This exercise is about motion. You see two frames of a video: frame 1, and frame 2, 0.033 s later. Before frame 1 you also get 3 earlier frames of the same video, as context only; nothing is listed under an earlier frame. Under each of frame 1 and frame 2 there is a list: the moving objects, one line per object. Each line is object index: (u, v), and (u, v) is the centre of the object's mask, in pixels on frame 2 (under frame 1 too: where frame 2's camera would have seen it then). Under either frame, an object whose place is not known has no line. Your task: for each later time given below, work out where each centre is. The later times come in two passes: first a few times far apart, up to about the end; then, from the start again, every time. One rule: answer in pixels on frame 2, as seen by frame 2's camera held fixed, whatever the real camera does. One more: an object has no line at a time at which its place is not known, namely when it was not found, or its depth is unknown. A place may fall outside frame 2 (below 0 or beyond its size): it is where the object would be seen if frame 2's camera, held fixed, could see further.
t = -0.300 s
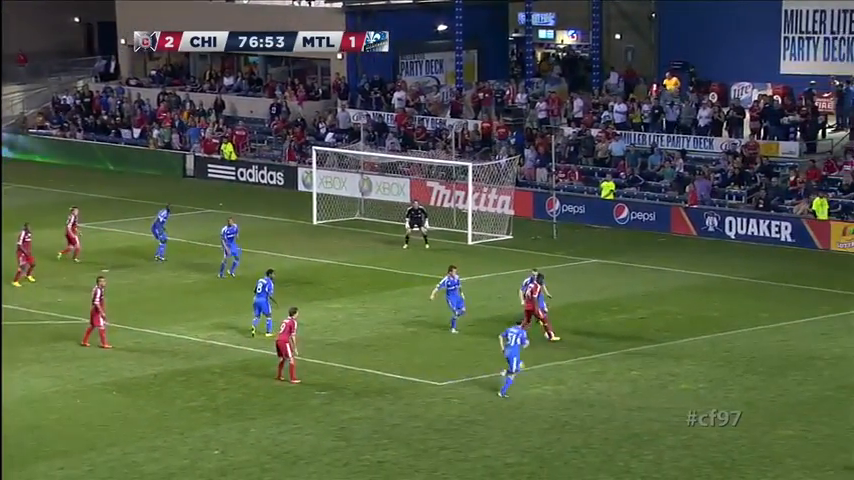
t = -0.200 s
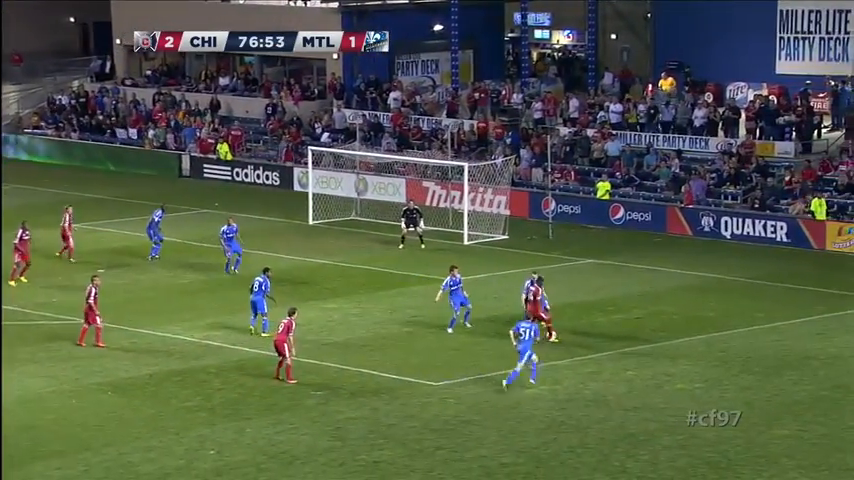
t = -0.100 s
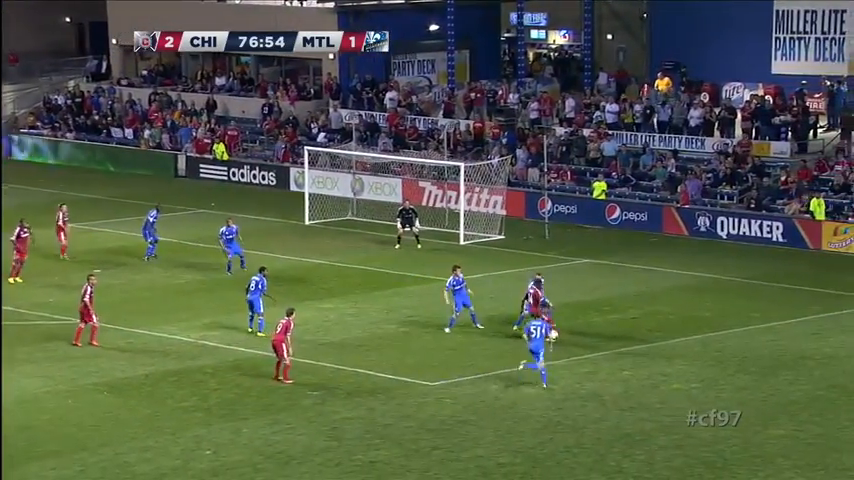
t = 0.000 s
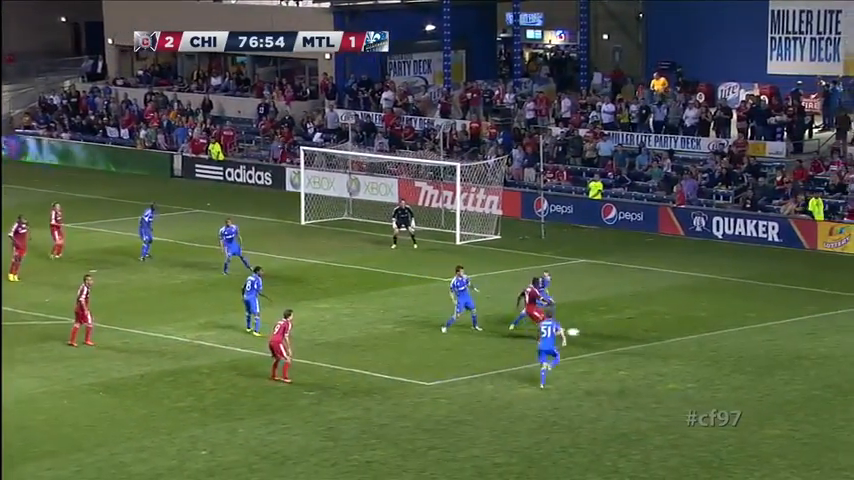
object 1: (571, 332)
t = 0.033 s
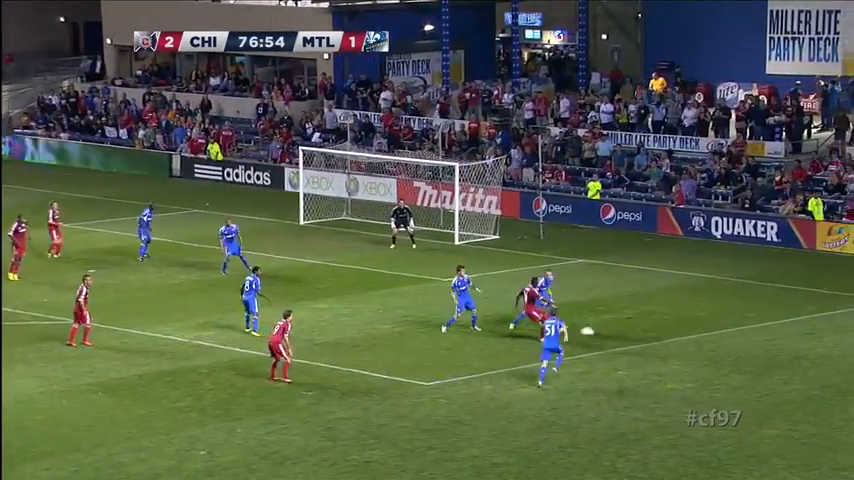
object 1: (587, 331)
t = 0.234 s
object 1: (683, 338)
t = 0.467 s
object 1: (789, 350)
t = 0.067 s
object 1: (603, 331)
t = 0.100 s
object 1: (619, 331)
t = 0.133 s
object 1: (635, 332)
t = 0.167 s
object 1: (650, 334)
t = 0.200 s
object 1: (667, 335)
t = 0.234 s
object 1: (683, 338)
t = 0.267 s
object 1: (698, 341)
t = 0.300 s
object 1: (715, 344)
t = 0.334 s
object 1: (731, 349)
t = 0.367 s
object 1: (747, 352)
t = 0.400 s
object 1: (761, 351)
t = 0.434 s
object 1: (775, 350)
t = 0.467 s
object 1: (789, 350)
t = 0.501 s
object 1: (804, 351)
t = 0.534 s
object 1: (818, 352)
